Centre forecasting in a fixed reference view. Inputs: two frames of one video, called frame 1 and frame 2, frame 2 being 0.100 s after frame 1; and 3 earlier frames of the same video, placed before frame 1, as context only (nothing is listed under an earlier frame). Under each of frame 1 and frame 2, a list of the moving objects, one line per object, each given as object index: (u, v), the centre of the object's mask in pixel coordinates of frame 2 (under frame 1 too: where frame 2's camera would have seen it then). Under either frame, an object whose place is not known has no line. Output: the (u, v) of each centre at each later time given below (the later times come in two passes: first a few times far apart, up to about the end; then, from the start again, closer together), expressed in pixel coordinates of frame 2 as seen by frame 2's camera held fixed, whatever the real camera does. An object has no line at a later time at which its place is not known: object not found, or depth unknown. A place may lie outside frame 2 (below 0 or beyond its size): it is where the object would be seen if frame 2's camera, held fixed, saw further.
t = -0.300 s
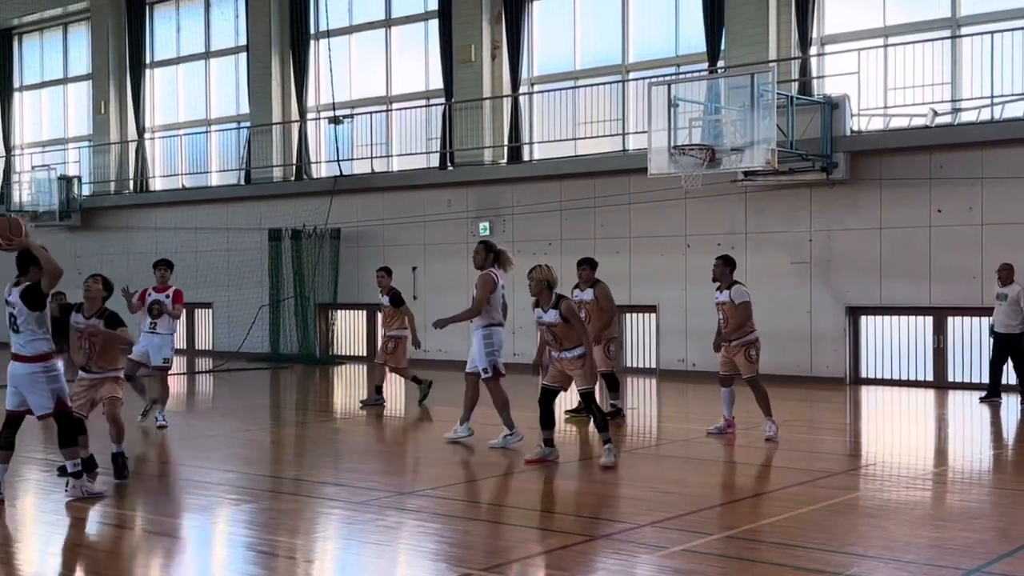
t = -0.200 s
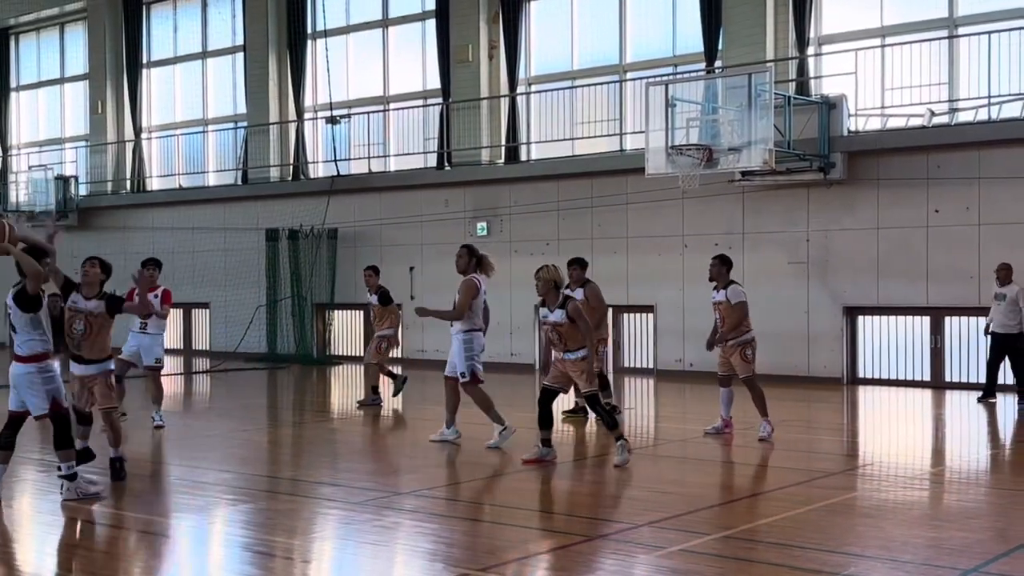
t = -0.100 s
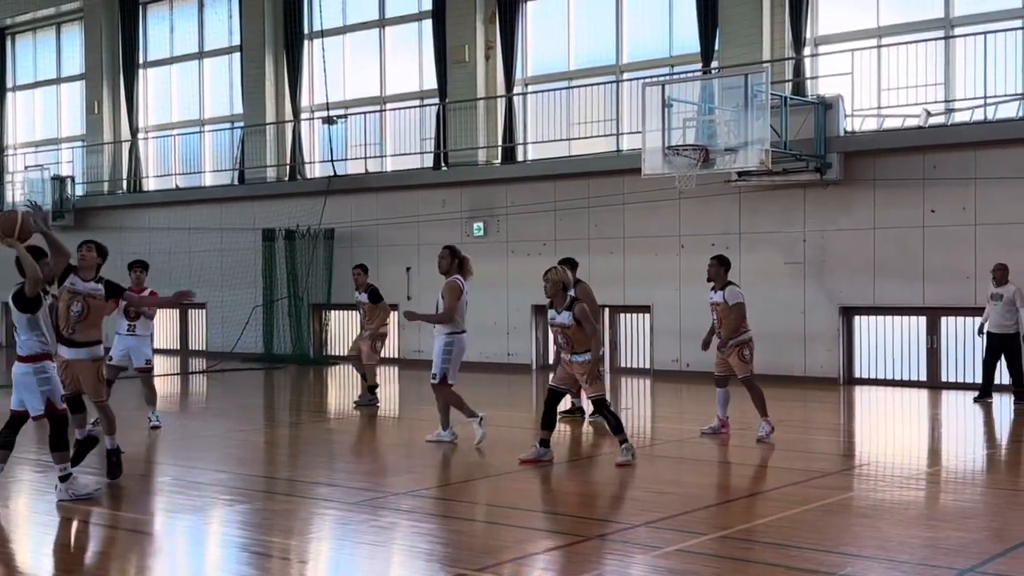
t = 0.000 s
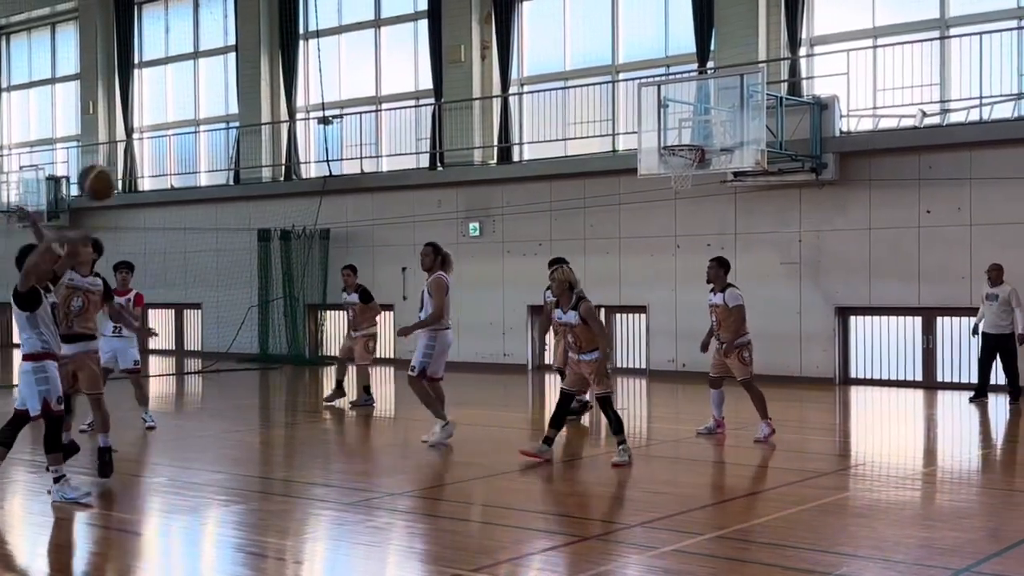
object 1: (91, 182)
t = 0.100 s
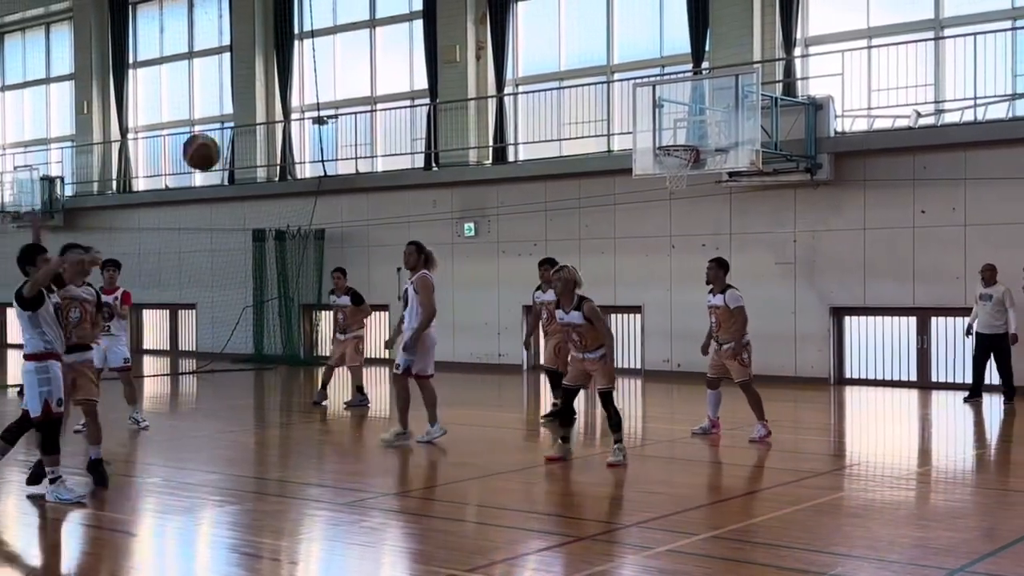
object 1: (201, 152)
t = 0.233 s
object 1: (354, 134)
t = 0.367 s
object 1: (515, 144)
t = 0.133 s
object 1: (239, 146)
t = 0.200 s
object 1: (315, 136)
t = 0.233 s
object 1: (354, 134)
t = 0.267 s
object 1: (393, 134)
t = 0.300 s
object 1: (433, 135)
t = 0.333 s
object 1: (473, 139)
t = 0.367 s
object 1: (515, 144)
